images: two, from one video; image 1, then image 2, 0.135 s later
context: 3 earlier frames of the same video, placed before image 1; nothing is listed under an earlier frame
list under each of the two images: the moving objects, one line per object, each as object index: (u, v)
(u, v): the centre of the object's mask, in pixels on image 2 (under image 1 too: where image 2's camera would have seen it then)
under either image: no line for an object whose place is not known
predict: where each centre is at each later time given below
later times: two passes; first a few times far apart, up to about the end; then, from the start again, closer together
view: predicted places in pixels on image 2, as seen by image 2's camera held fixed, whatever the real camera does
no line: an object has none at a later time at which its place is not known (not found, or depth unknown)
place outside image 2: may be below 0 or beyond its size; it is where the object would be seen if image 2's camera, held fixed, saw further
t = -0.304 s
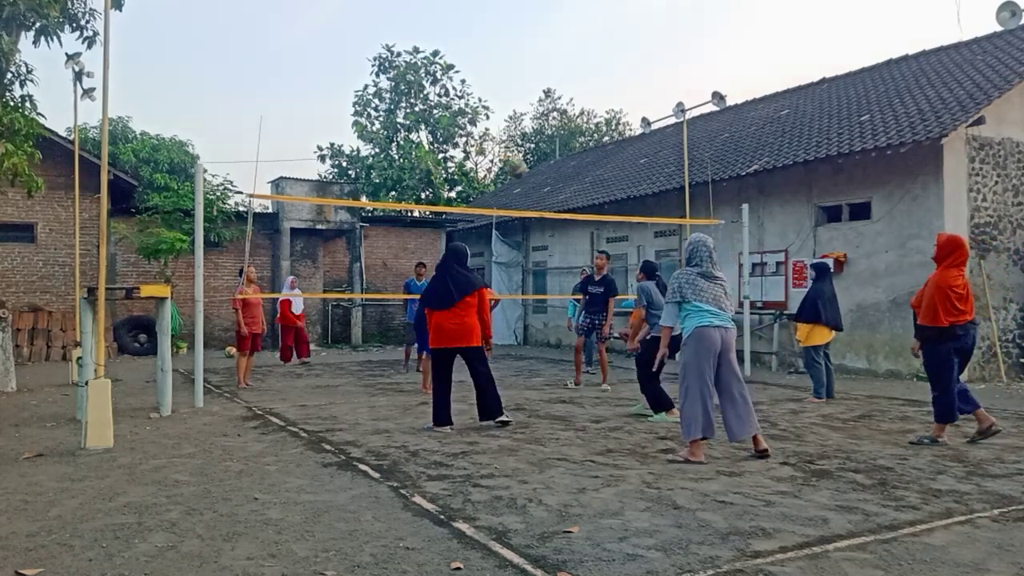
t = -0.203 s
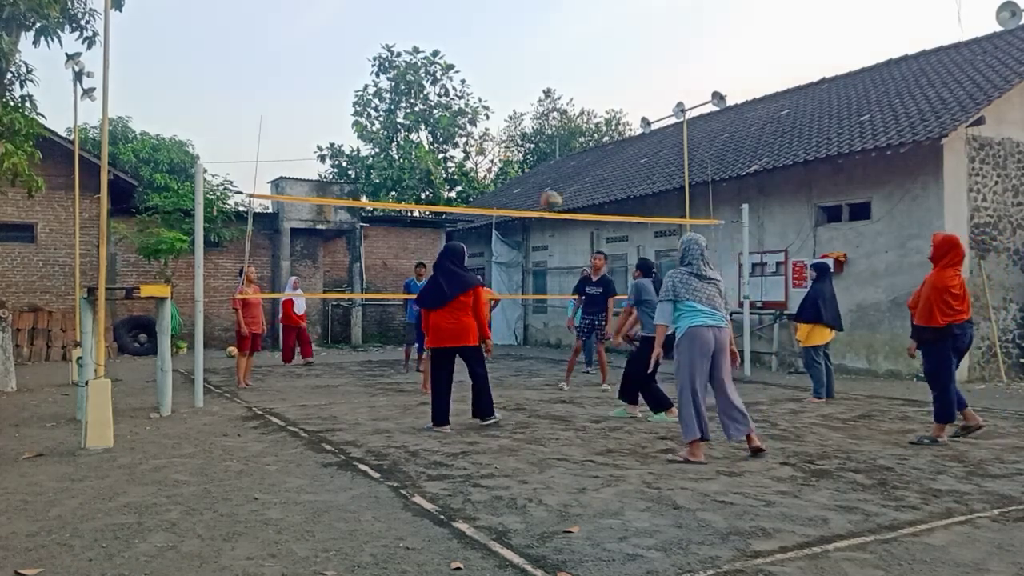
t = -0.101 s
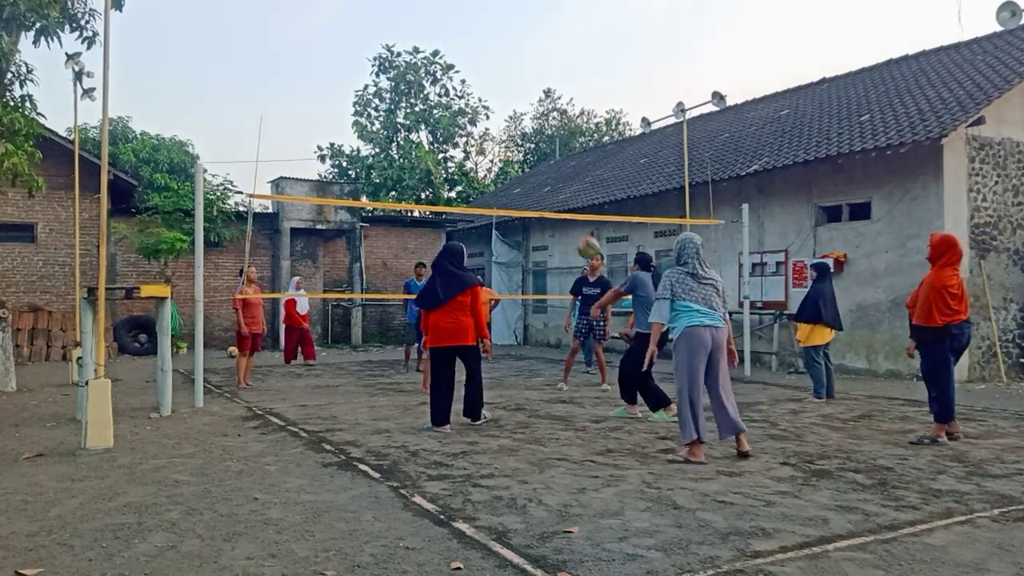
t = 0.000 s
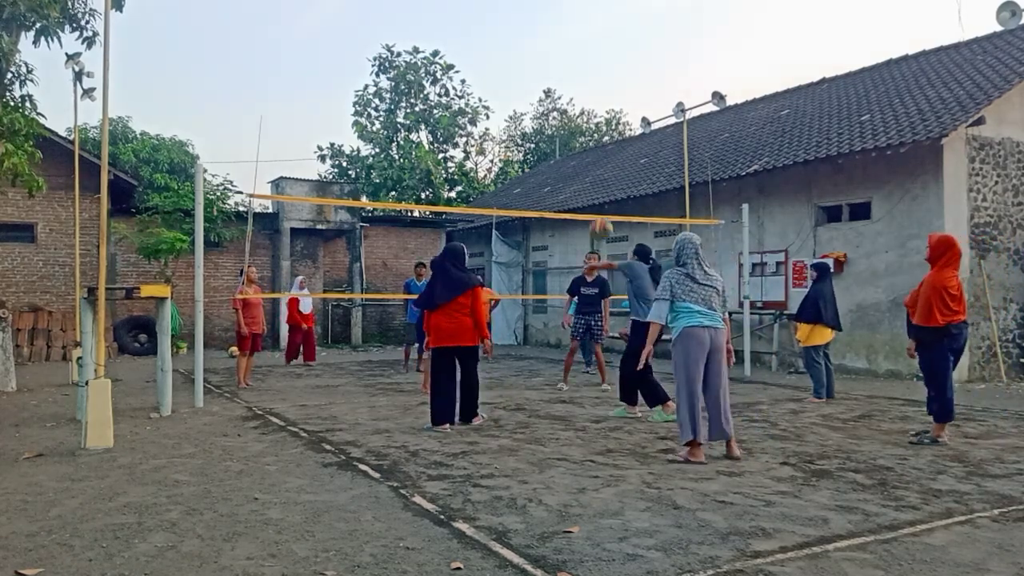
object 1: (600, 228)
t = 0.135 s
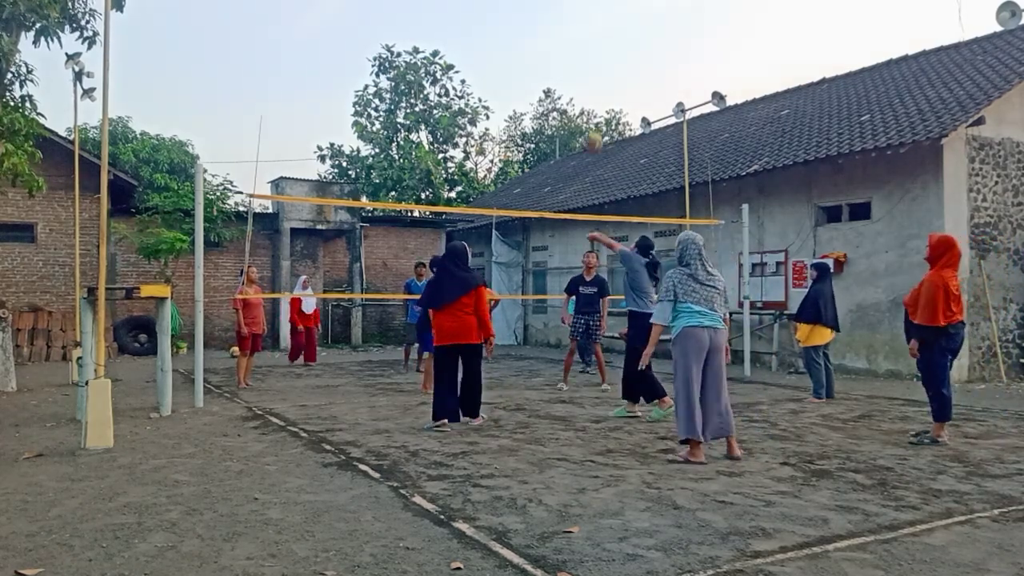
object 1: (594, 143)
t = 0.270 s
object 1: (582, 79)
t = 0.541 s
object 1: (566, 11)
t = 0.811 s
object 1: (551, 19)
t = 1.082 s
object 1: (538, 98)
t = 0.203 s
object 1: (587, 108)
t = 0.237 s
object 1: (584, 93)
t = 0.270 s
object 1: (582, 79)
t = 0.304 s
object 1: (580, 66)
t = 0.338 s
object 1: (578, 54)
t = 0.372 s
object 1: (576, 44)
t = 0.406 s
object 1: (574, 35)
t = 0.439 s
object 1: (572, 28)
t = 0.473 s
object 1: (570, 21)
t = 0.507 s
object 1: (568, 16)
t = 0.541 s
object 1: (566, 11)
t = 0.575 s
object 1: (564, 9)
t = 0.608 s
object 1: (562, 8)
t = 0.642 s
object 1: (560, 8)
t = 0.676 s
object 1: (558, 8)
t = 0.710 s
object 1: (556, 9)
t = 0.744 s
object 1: (554, 10)
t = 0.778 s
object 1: (553, 14)
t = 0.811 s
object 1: (551, 19)
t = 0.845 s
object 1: (549, 25)
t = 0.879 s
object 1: (548, 32)
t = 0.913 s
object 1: (546, 41)
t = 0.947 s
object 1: (545, 50)
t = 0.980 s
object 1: (543, 61)
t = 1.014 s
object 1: (542, 72)
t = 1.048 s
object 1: (541, 85)
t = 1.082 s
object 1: (538, 98)
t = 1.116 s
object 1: (538, 112)
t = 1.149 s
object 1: (536, 126)
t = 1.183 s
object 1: (535, 143)
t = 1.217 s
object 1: (534, 160)
